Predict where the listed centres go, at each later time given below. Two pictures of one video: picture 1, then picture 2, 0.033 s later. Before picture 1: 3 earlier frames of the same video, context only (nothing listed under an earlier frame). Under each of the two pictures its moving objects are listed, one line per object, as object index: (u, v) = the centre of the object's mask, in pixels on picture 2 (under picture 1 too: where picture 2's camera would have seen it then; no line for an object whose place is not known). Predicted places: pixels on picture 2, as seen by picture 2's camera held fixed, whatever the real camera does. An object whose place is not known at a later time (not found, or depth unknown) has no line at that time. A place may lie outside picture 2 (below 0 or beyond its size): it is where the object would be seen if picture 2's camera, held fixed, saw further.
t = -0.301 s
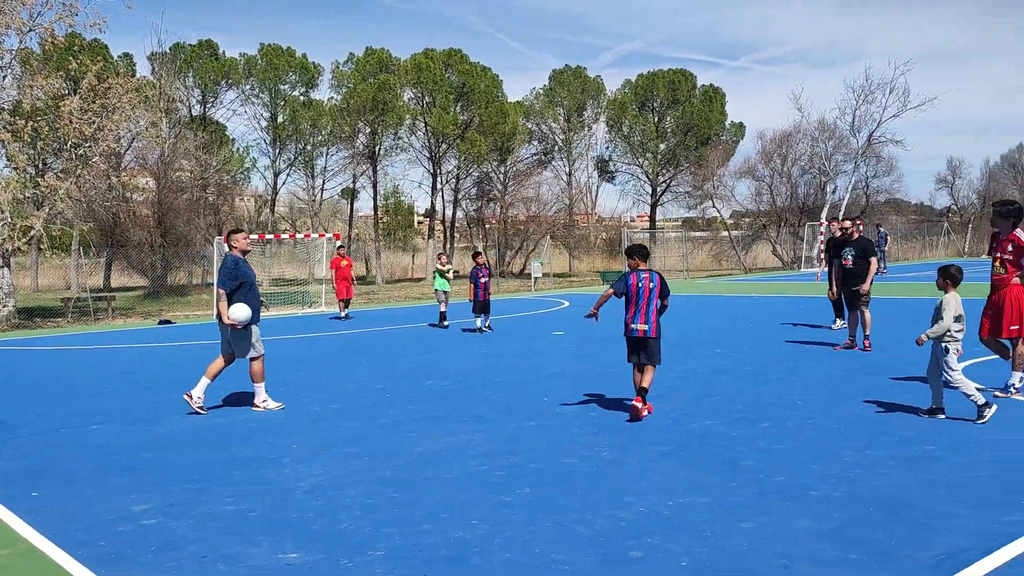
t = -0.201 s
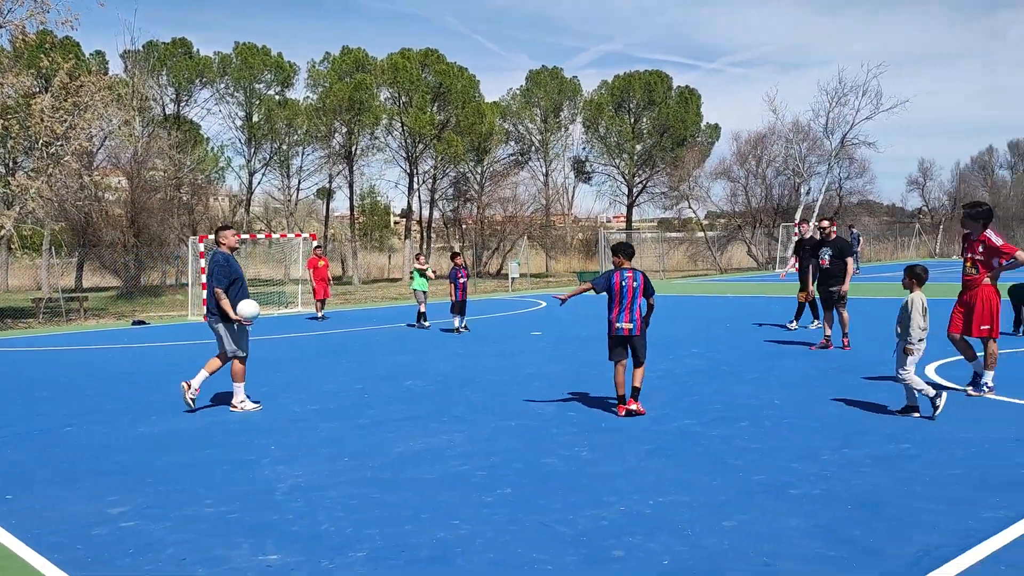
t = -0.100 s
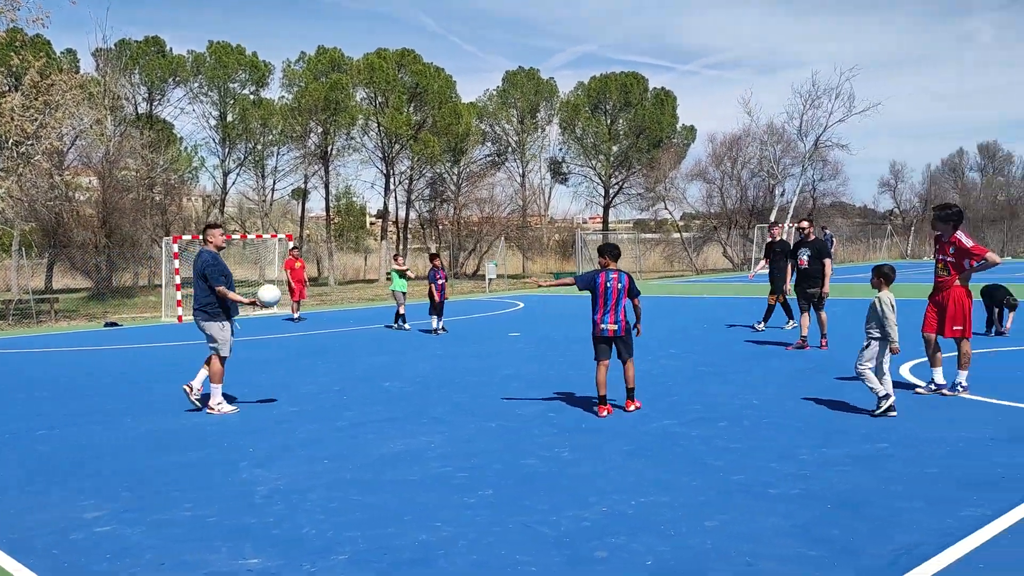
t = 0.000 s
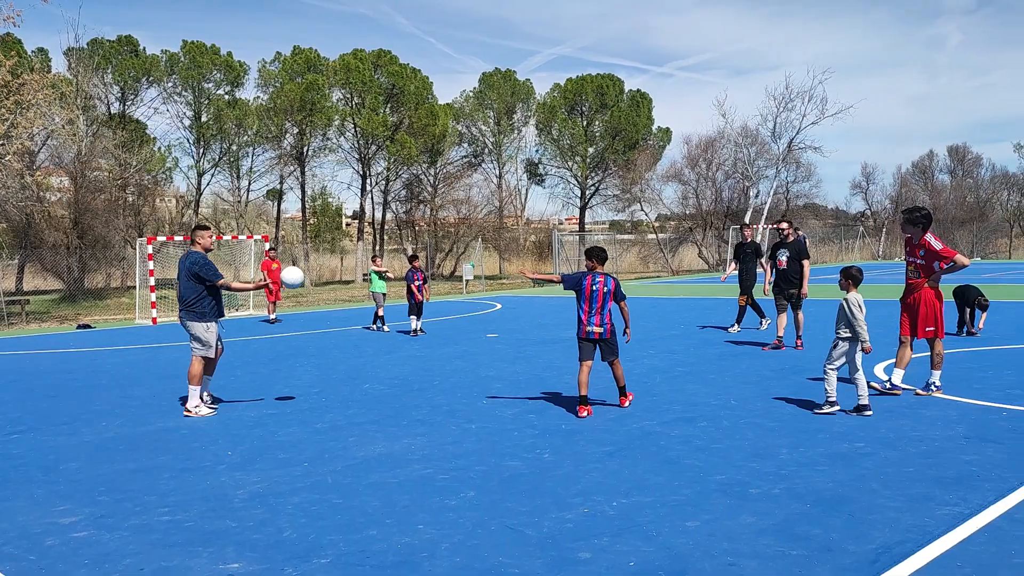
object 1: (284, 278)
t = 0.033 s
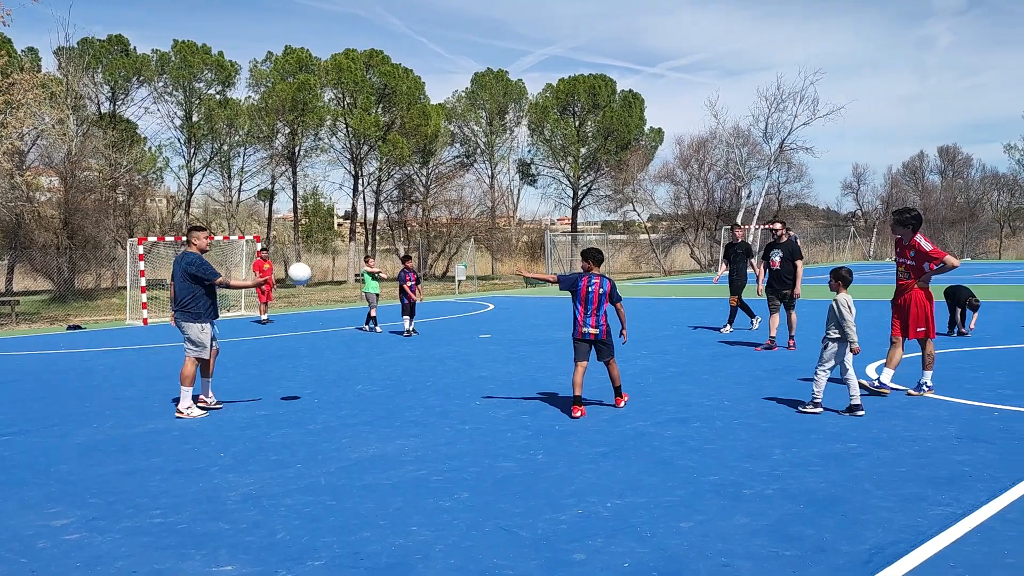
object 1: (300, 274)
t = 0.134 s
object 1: (345, 268)
